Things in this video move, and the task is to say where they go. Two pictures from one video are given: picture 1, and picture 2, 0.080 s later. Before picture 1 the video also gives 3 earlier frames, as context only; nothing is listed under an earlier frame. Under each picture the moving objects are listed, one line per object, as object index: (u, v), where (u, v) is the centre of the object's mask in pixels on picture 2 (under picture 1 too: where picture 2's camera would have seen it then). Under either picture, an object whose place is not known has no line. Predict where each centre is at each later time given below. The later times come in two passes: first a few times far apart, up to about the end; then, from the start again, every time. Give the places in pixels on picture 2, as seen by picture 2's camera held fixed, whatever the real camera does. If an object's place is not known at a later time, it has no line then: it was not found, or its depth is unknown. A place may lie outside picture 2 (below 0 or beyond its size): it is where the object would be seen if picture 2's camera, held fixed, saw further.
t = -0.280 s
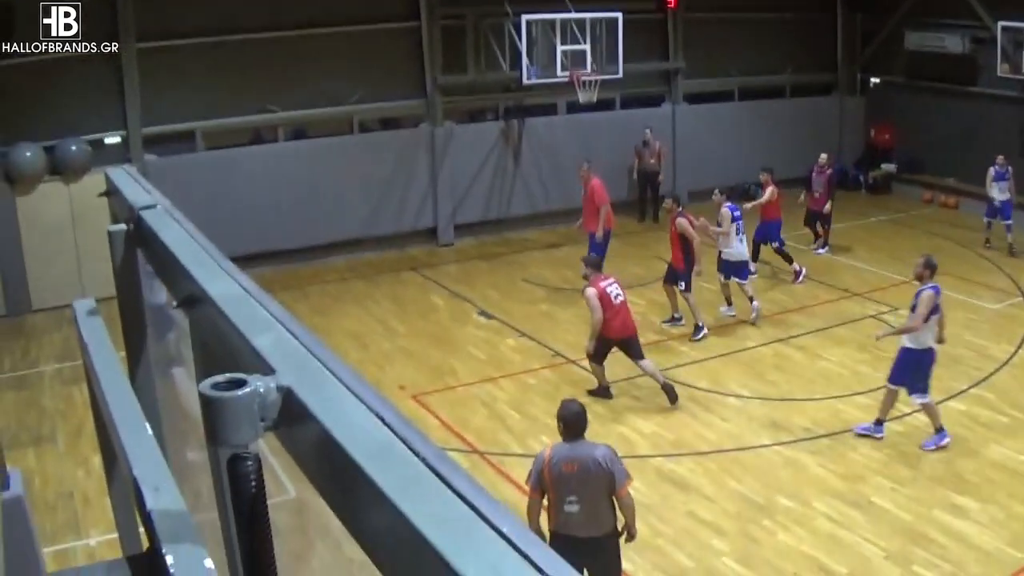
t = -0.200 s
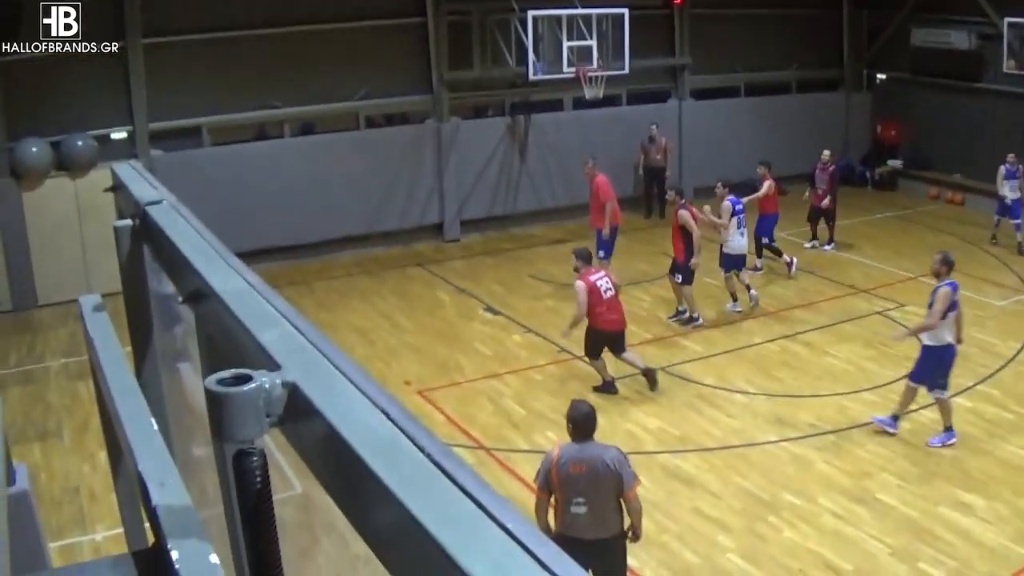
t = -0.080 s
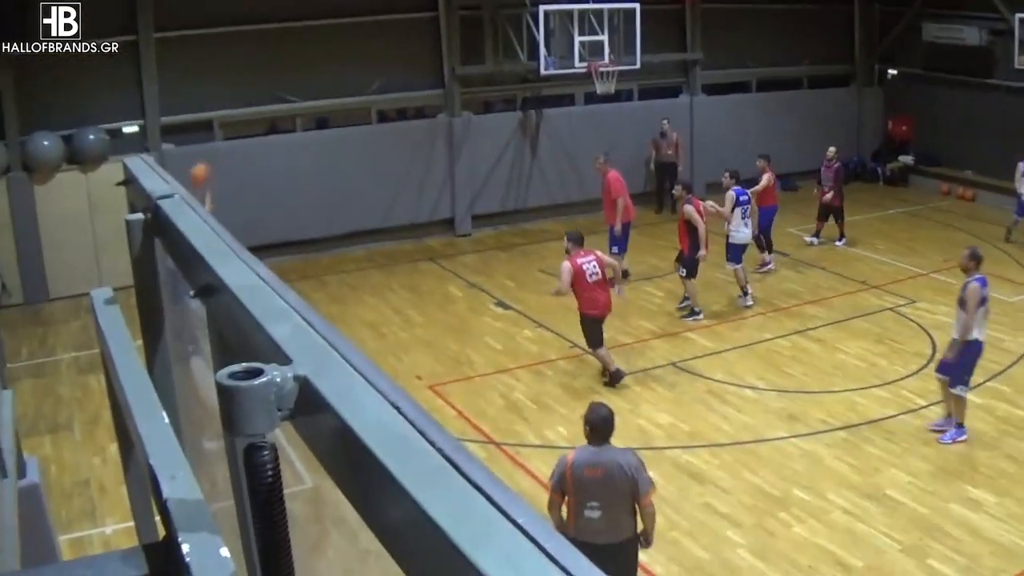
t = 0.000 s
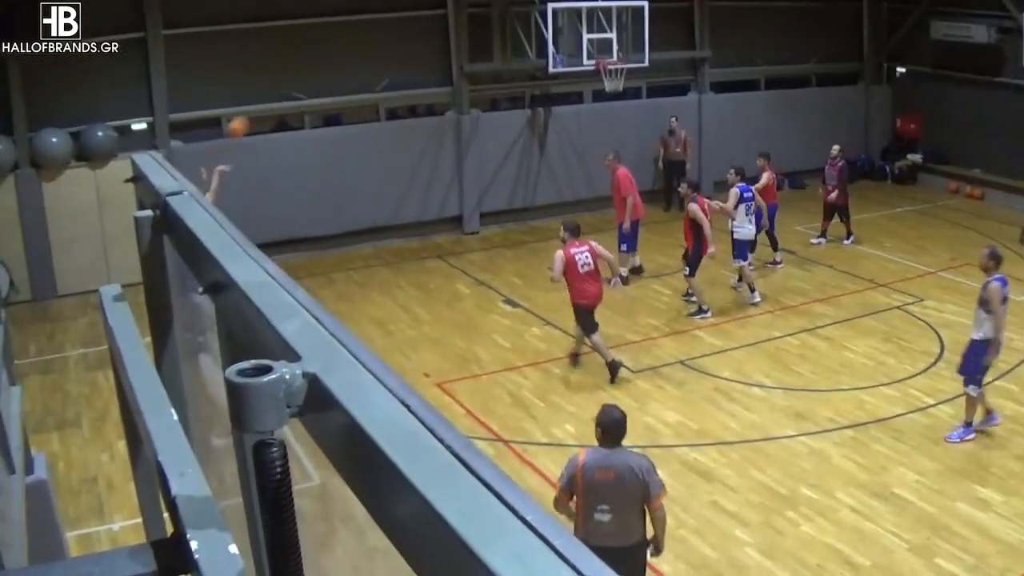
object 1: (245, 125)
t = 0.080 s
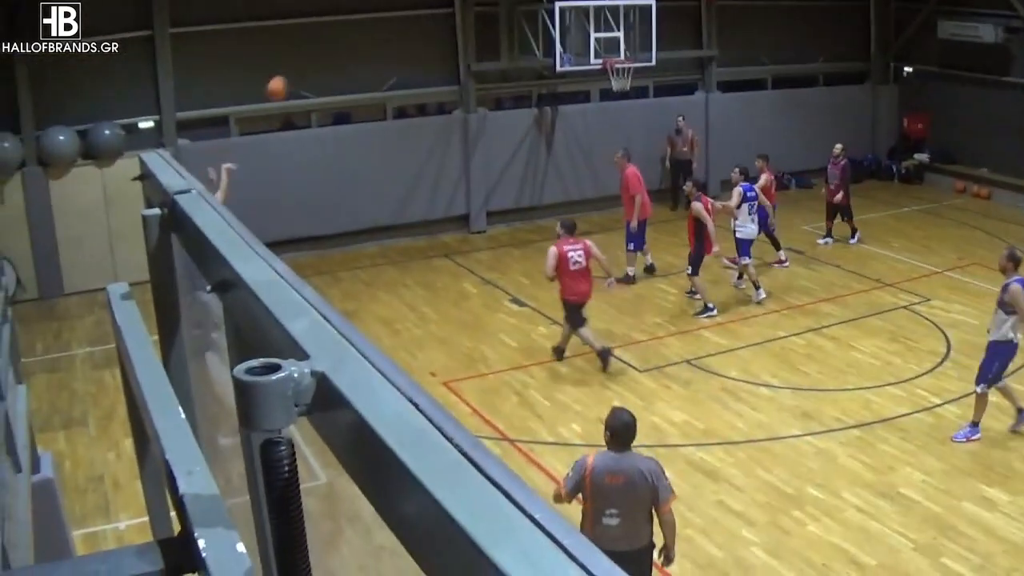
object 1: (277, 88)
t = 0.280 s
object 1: (357, 18)
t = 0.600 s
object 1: (476, -22)
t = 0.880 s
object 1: (568, 6)
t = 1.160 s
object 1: (617, 70)
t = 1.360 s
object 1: (605, 75)
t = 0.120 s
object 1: (293, 71)
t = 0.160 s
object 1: (309, 56)
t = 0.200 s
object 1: (325, 43)
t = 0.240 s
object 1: (341, 30)
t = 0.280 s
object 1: (357, 18)
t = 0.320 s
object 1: (372, 9)
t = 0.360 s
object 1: (388, 1)
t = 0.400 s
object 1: (403, -6)
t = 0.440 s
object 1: (418, -12)
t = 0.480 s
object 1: (432, -16)
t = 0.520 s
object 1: (447, -19)
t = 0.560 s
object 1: (462, -21)
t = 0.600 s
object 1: (476, -22)
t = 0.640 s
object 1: (489, -21)
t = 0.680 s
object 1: (503, -19)
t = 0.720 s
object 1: (516, -16)
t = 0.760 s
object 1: (530, -11)
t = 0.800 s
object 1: (542, -7)
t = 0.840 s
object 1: (554, -2)
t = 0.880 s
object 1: (568, 6)
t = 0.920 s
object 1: (580, 14)
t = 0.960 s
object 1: (592, 22)
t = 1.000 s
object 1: (602, 31)
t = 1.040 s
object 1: (614, 43)
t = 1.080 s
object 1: (625, 54)
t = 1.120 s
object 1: (626, 64)
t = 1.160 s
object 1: (617, 70)
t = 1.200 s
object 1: (610, 72)
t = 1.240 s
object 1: (607, 73)
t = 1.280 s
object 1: (605, 73)
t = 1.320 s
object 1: (605, 75)
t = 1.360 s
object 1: (605, 75)
